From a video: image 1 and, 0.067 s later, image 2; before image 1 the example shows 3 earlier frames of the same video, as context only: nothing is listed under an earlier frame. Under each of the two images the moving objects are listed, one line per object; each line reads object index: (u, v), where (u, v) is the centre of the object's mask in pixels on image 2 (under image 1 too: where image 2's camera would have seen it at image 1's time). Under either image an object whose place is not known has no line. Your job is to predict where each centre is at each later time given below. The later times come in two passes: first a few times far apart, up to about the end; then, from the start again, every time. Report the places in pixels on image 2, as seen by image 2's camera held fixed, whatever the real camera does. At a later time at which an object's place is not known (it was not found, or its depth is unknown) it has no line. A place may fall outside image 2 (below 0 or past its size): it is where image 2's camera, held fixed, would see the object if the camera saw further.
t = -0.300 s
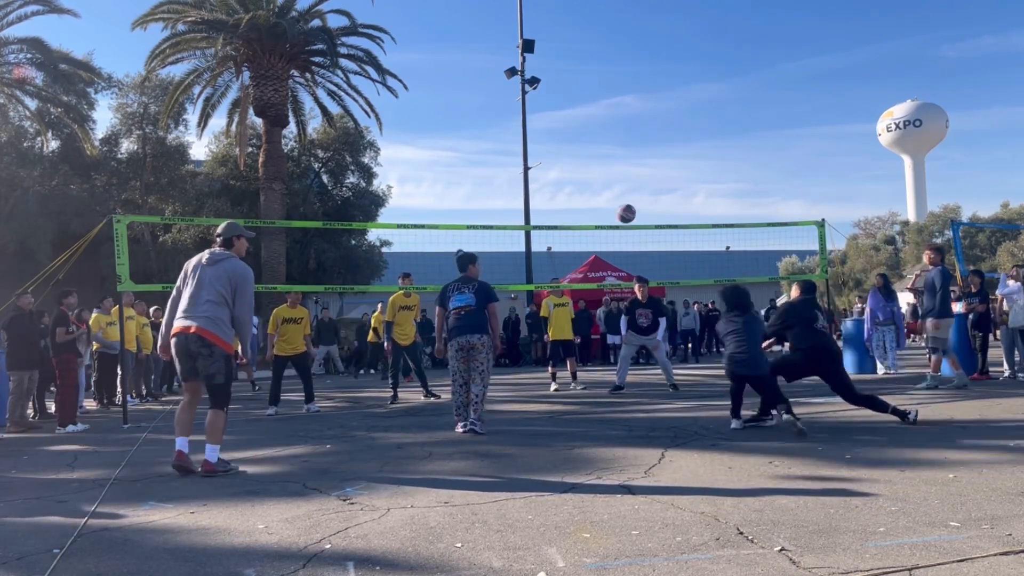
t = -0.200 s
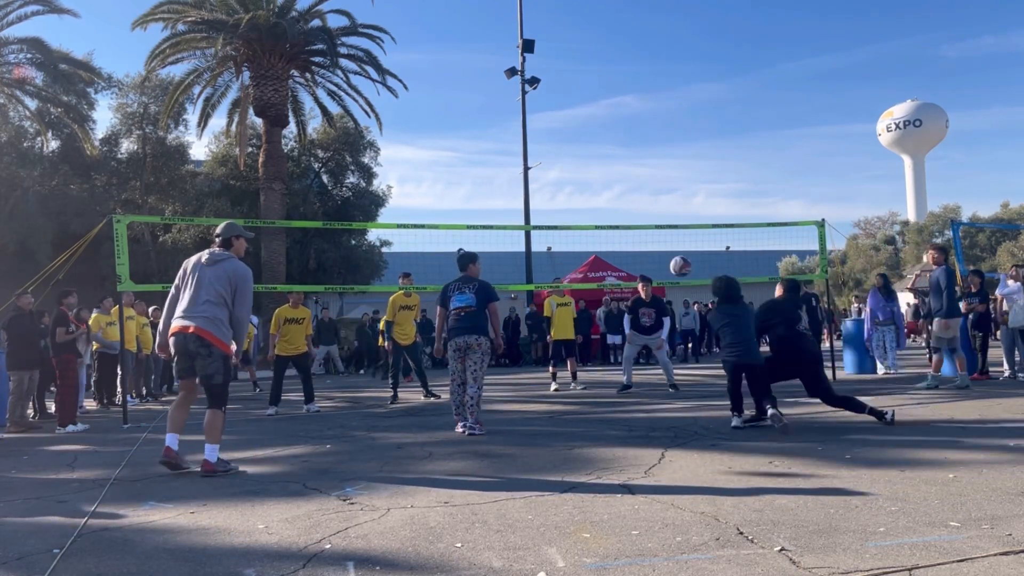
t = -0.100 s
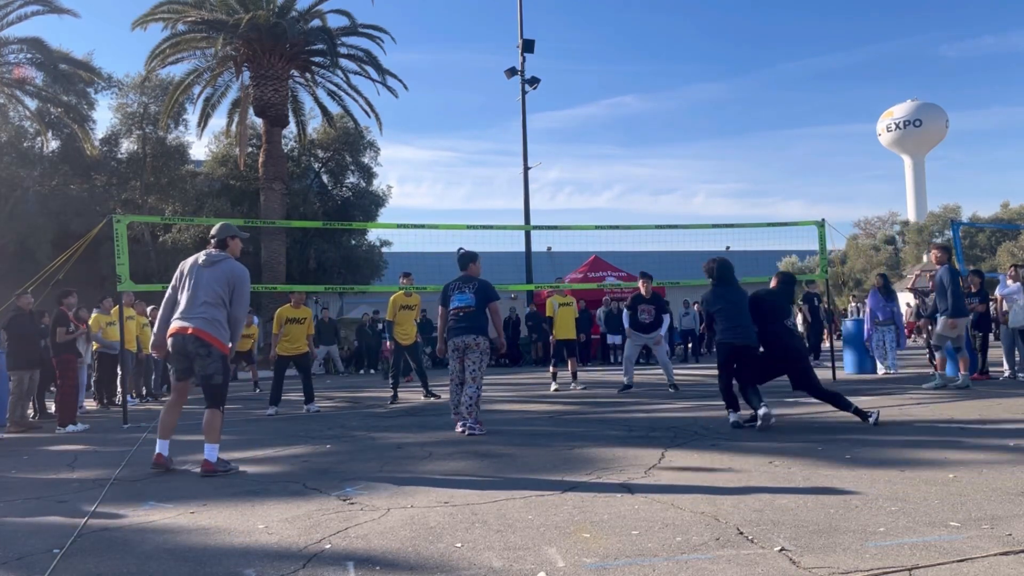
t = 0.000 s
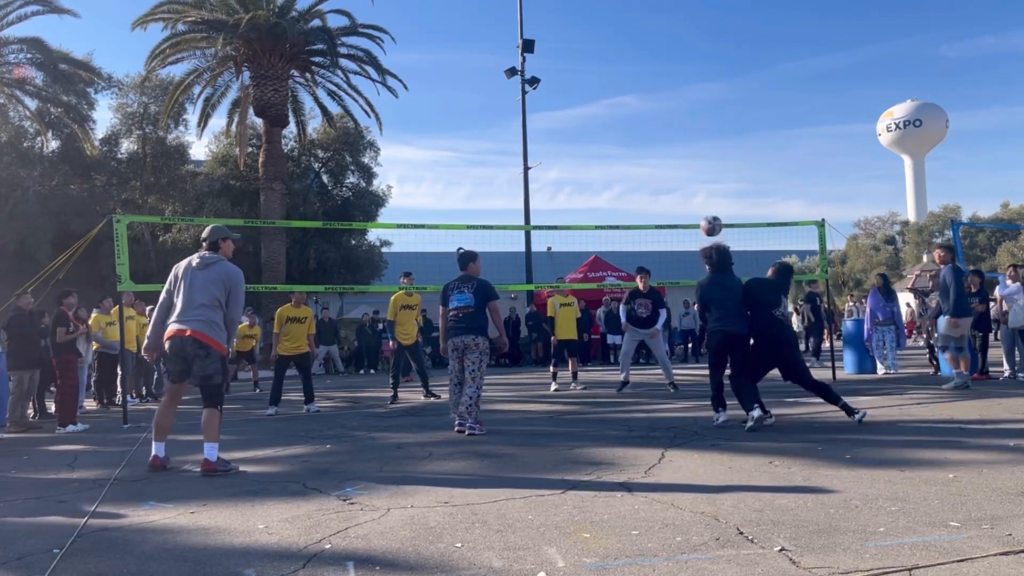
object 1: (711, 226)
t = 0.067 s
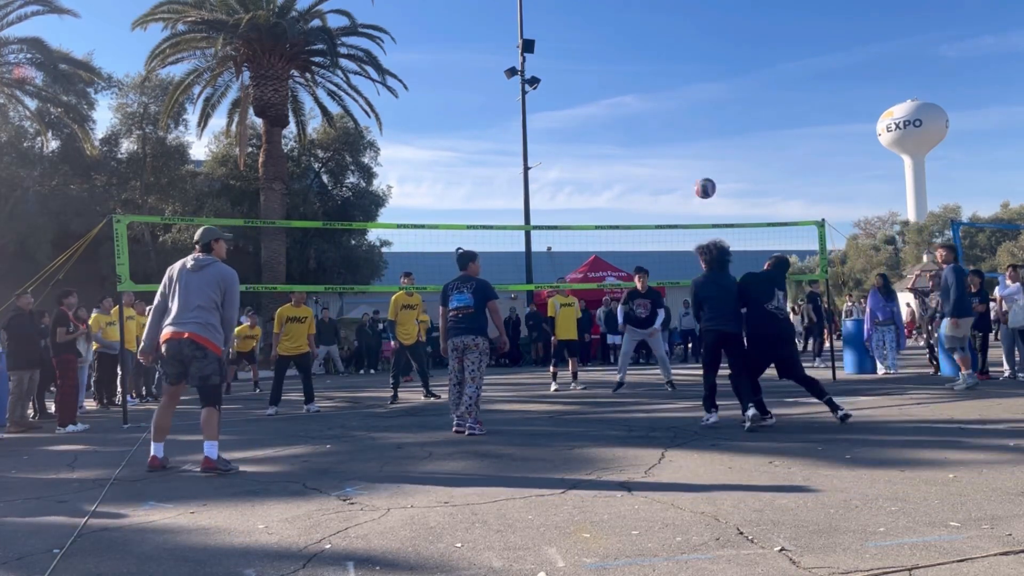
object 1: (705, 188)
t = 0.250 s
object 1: (692, 113)
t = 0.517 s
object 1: (679, 68)
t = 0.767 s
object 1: (672, 84)
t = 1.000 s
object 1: (669, 142)
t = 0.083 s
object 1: (704, 180)
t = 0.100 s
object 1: (702, 171)
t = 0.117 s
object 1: (701, 163)
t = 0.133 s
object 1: (700, 156)
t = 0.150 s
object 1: (698, 149)
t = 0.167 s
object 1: (697, 142)
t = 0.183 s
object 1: (696, 135)
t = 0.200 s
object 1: (695, 129)
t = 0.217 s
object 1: (693, 123)
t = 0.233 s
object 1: (693, 118)
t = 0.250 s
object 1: (692, 113)
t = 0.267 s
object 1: (691, 108)
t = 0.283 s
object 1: (689, 103)
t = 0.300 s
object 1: (689, 99)
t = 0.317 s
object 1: (688, 95)
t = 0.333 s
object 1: (687, 91)
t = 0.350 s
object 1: (686, 88)
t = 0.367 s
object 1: (685, 84)
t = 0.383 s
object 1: (684, 82)
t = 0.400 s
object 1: (684, 79)
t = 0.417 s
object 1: (683, 77)
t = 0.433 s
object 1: (682, 75)
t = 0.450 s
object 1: (682, 73)
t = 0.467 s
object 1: (681, 71)
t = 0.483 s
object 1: (680, 70)
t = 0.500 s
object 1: (679, 69)
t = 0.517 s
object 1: (679, 68)
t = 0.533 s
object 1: (678, 68)
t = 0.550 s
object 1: (678, 67)
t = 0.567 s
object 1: (677, 67)
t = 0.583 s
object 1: (677, 67)
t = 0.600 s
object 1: (676, 68)
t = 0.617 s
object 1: (676, 68)
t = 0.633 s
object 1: (675, 69)
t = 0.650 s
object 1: (675, 71)
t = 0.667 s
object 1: (675, 72)
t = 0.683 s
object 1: (674, 73)
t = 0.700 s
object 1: (674, 75)
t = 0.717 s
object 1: (673, 77)
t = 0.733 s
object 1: (673, 79)
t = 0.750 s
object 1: (673, 82)
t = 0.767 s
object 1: (672, 84)
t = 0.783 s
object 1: (672, 87)
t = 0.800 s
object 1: (672, 90)
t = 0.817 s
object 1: (672, 93)
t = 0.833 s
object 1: (671, 97)
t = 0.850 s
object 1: (671, 101)
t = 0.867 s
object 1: (671, 104)
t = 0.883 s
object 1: (671, 108)
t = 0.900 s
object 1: (671, 113)
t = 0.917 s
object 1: (670, 117)
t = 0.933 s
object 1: (670, 122)
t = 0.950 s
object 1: (670, 127)
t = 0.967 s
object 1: (670, 132)
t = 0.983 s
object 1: (669, 137)
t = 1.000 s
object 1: (669, 142)
